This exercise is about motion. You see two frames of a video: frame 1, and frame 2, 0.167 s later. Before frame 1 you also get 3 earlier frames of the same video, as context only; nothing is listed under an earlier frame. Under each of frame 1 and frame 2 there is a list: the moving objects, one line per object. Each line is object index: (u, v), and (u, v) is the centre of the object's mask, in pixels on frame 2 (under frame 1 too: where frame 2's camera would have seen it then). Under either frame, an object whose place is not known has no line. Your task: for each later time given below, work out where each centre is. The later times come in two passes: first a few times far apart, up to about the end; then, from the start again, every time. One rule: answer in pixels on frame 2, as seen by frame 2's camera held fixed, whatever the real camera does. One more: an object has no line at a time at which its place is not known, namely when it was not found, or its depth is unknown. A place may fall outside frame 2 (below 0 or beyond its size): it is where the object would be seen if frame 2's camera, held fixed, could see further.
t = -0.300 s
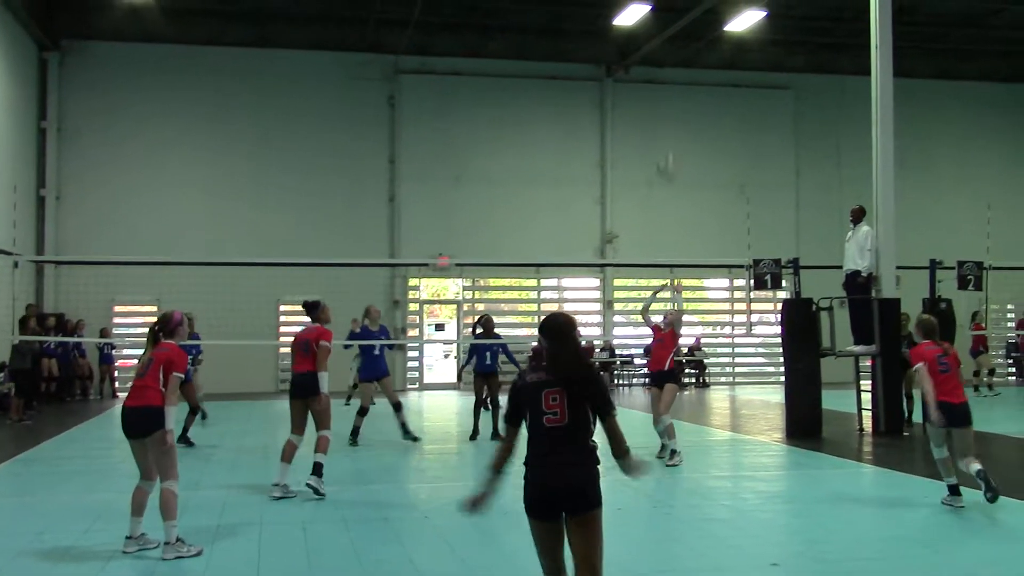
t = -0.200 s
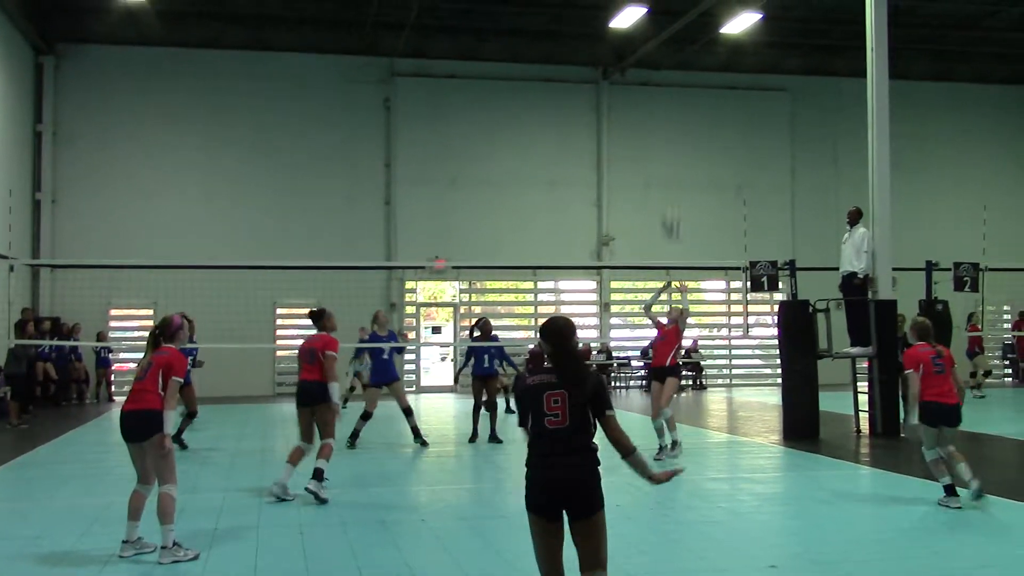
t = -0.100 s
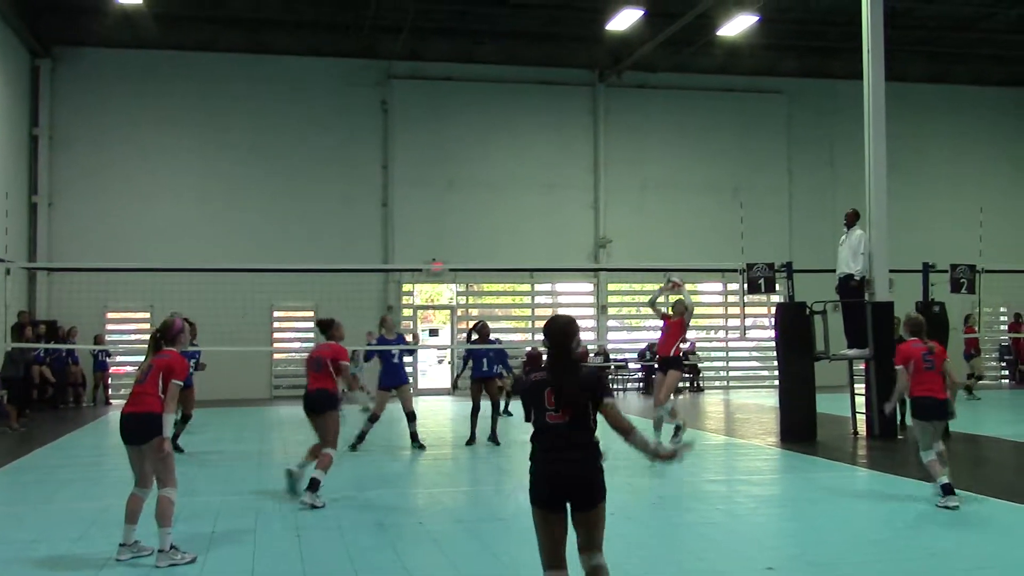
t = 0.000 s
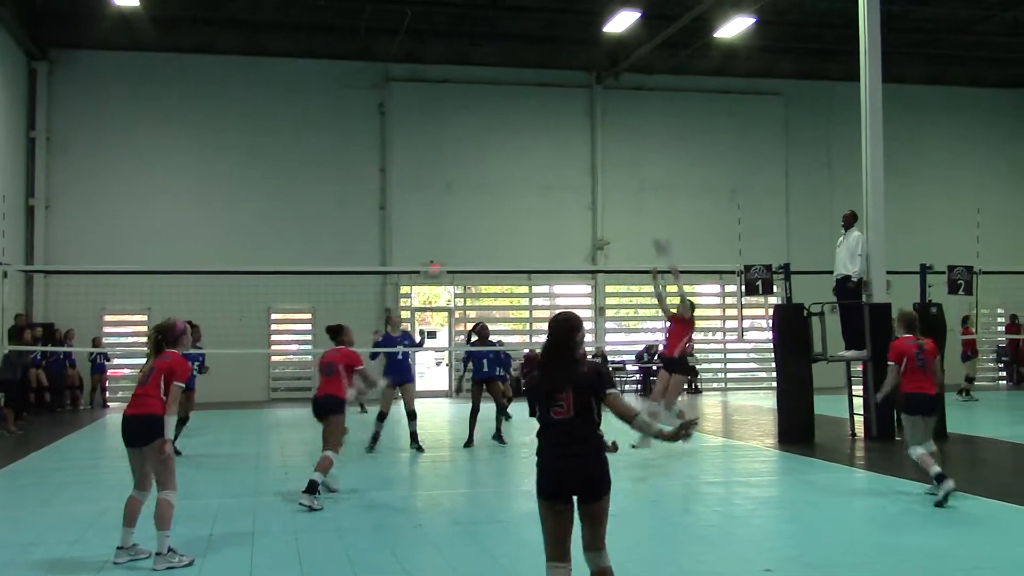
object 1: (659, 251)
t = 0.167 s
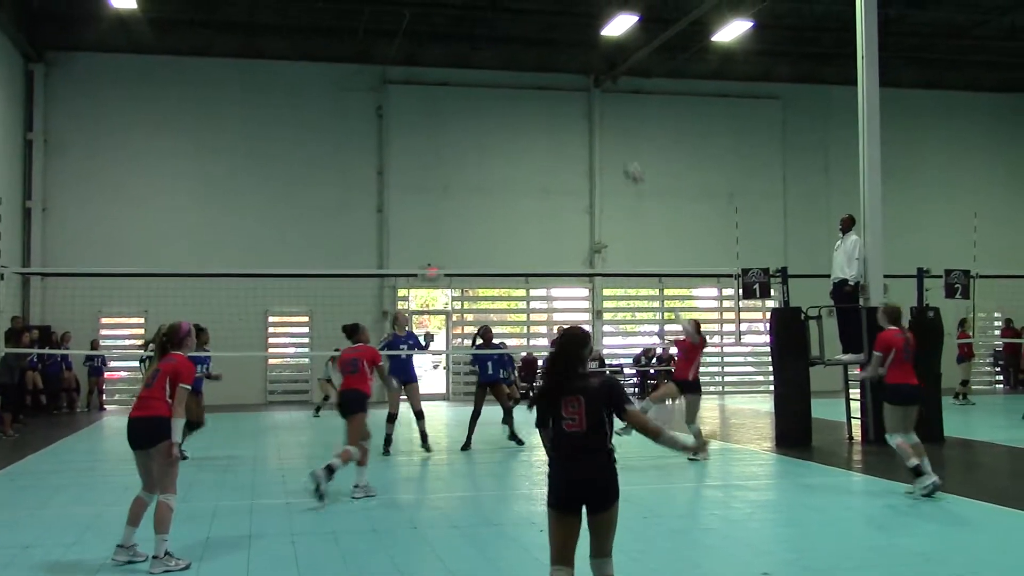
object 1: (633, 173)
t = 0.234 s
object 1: (622, 149)
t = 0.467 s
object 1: (586, 100)
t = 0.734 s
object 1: (546, 104)
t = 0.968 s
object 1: (511, 159)
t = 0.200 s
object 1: (626, 160)
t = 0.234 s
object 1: (622, 149)
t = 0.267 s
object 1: (616, 139)
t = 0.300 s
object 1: (612, 130)
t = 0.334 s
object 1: (606, 122)
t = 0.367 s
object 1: (600, 115)
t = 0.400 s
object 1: (596, 108)
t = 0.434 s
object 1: (591, 103)
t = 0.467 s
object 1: (586, 100)
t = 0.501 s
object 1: (581, 97)
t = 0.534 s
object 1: (575, 96)
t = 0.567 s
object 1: (570, 95)
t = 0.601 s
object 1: (565, 95)
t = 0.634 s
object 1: (560, 96)
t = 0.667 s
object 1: (555, 98)
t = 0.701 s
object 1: (551, 101)
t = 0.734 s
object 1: (546, 104)
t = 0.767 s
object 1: (541, 109)
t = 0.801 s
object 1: (537, 114)
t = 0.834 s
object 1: (532, 120)
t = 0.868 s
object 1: (527, 128)
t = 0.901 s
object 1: (522, 138)
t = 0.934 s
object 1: (517, 148)
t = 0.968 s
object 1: (511, 159)
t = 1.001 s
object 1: (506, 171)
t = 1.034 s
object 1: (500, 184)
